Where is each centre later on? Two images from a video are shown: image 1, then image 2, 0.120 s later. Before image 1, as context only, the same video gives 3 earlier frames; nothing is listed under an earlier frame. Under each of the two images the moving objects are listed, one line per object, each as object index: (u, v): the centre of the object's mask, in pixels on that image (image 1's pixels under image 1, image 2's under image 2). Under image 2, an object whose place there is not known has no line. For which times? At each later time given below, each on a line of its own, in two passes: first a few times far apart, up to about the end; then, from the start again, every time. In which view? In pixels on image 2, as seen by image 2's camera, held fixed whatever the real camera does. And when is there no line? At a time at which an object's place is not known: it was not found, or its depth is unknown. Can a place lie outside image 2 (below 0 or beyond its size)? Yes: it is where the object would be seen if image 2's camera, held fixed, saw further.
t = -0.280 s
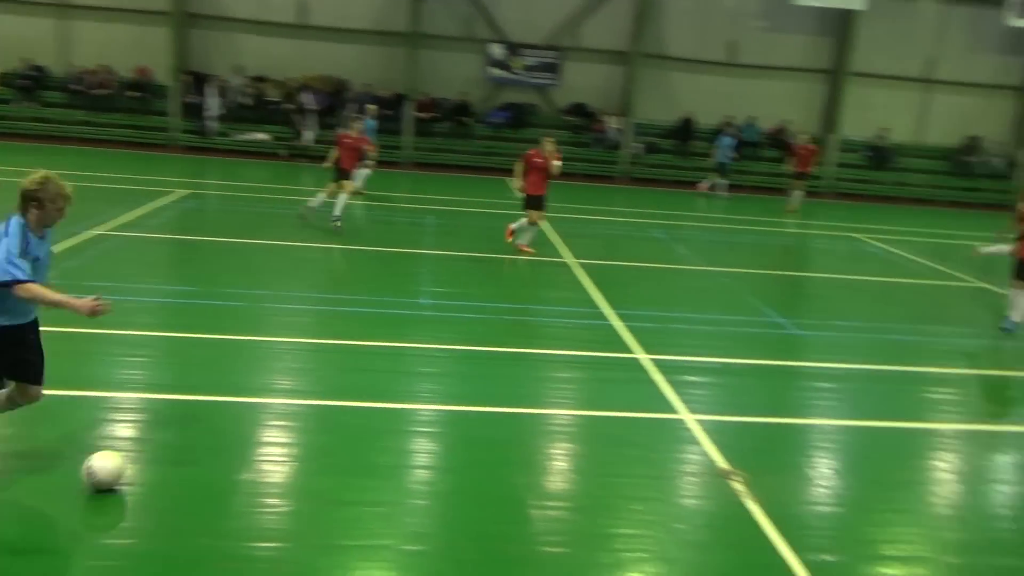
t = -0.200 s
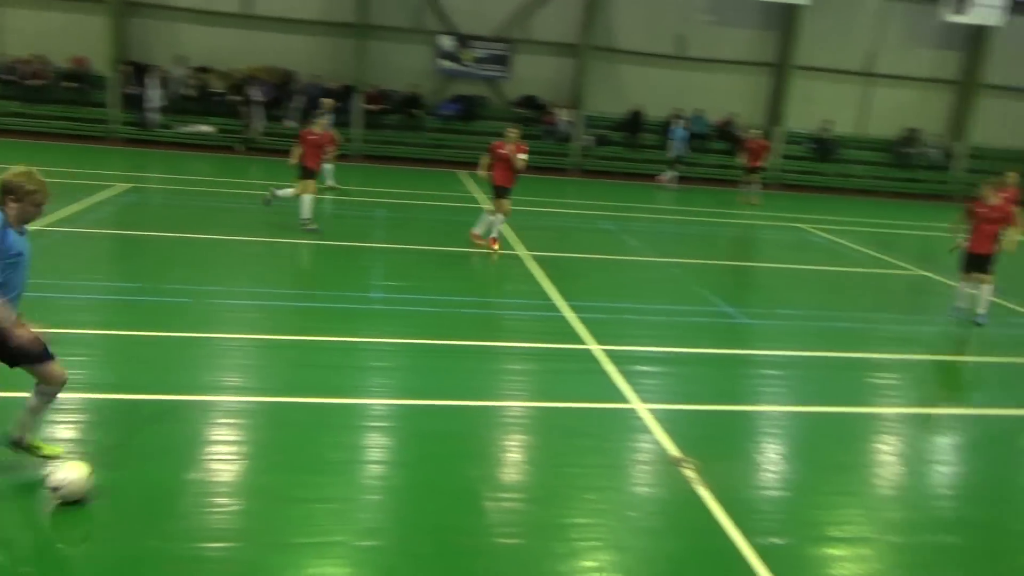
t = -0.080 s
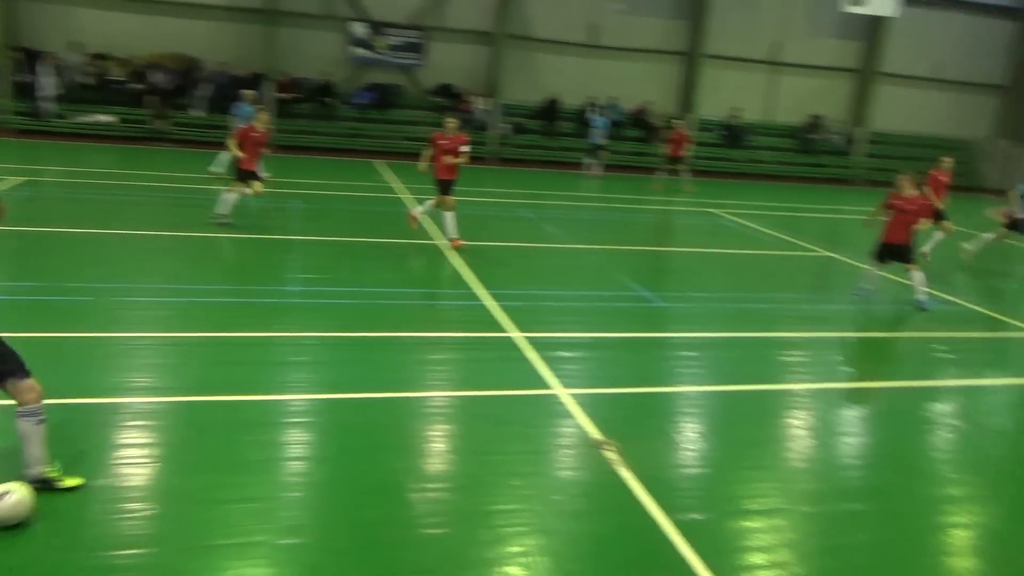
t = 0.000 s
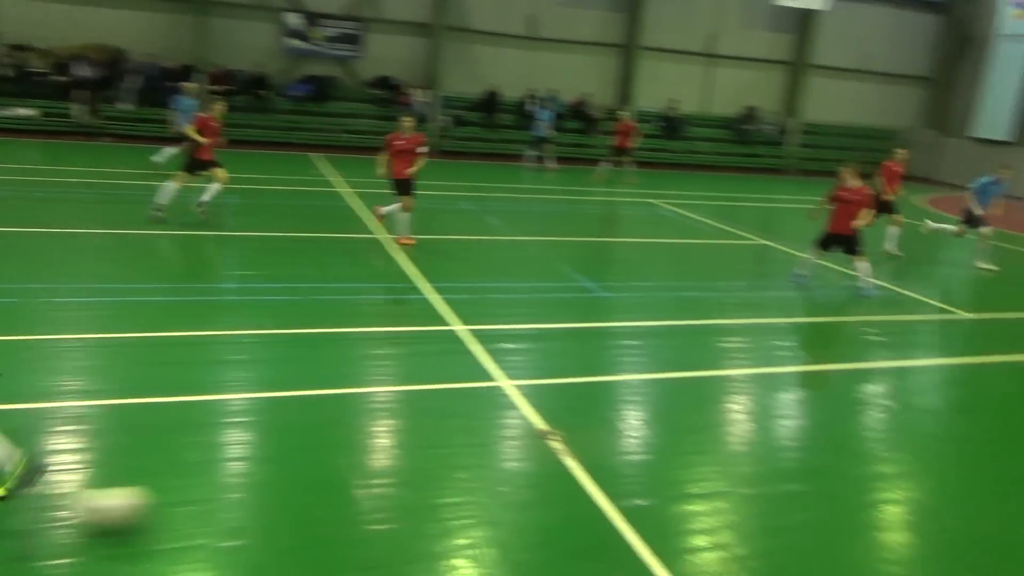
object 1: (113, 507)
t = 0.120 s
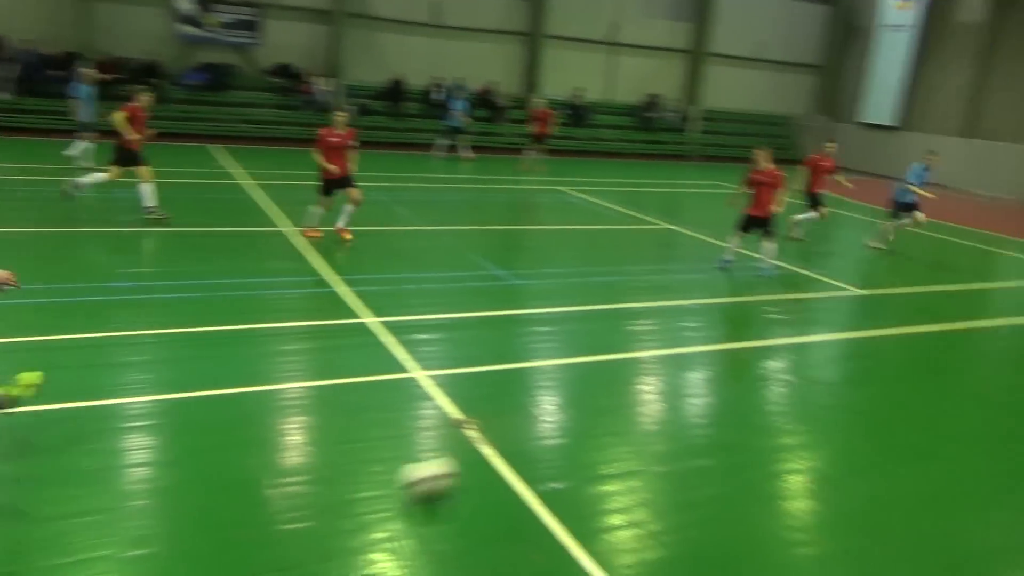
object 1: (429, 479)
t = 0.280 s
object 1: (780, 436)
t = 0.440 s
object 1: (1010, 409)
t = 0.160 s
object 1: (533, 465)
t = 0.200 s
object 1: (627, 456)
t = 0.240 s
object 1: (708, 446)
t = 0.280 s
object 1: (780, 436)
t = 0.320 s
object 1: (848, 429)
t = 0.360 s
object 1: (907, 421)
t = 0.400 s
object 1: (961, 414)
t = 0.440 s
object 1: (1010, 409)
